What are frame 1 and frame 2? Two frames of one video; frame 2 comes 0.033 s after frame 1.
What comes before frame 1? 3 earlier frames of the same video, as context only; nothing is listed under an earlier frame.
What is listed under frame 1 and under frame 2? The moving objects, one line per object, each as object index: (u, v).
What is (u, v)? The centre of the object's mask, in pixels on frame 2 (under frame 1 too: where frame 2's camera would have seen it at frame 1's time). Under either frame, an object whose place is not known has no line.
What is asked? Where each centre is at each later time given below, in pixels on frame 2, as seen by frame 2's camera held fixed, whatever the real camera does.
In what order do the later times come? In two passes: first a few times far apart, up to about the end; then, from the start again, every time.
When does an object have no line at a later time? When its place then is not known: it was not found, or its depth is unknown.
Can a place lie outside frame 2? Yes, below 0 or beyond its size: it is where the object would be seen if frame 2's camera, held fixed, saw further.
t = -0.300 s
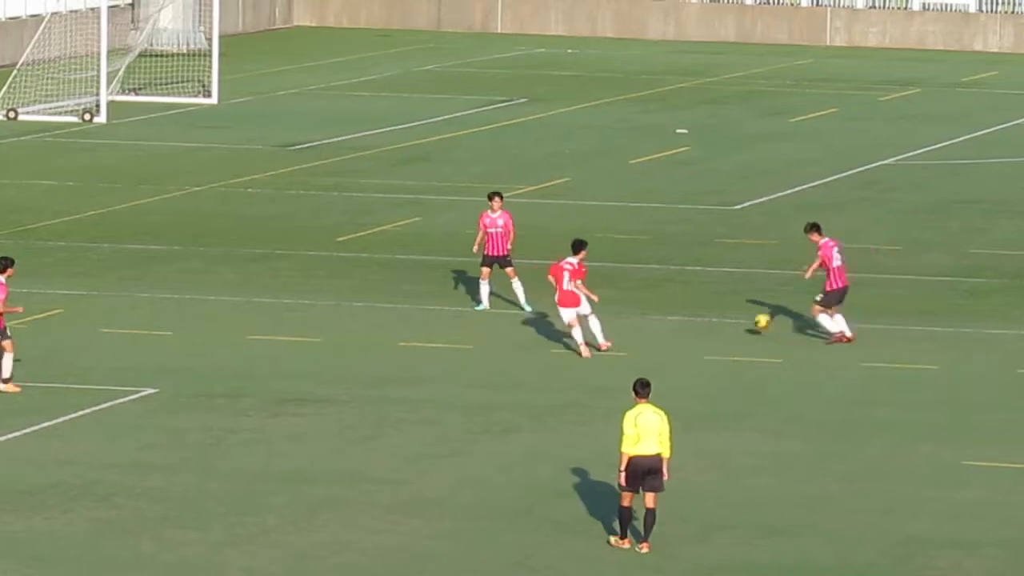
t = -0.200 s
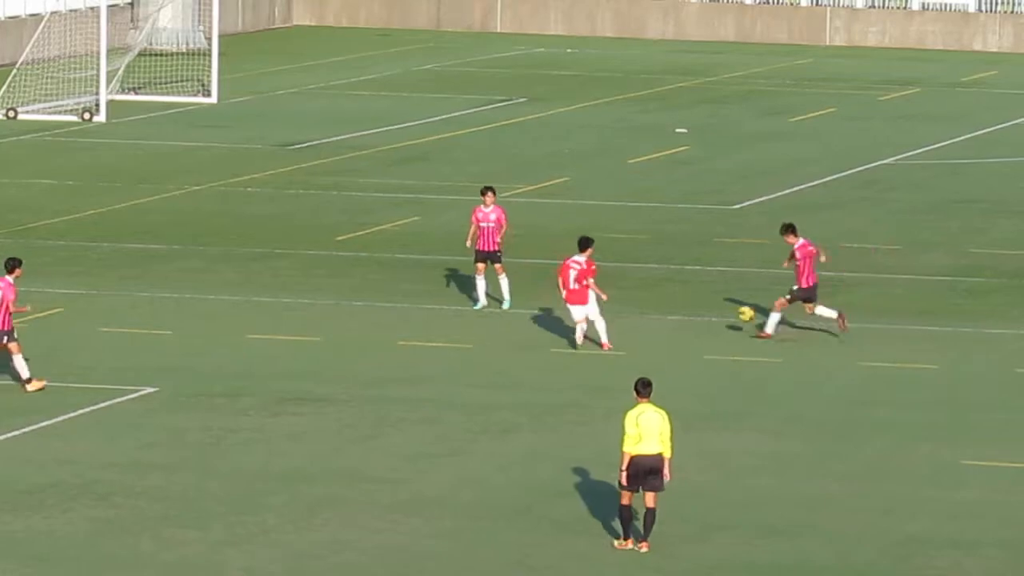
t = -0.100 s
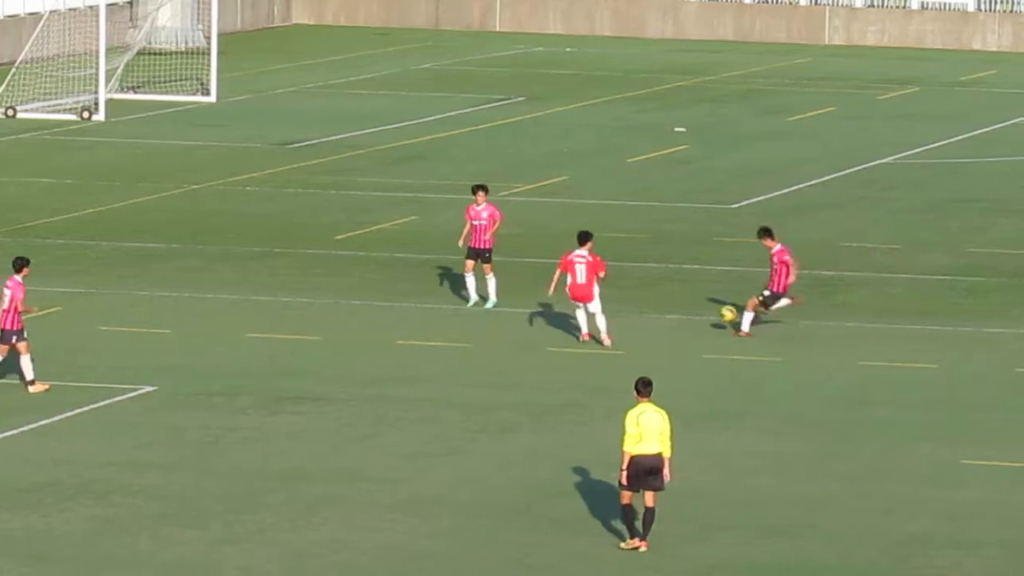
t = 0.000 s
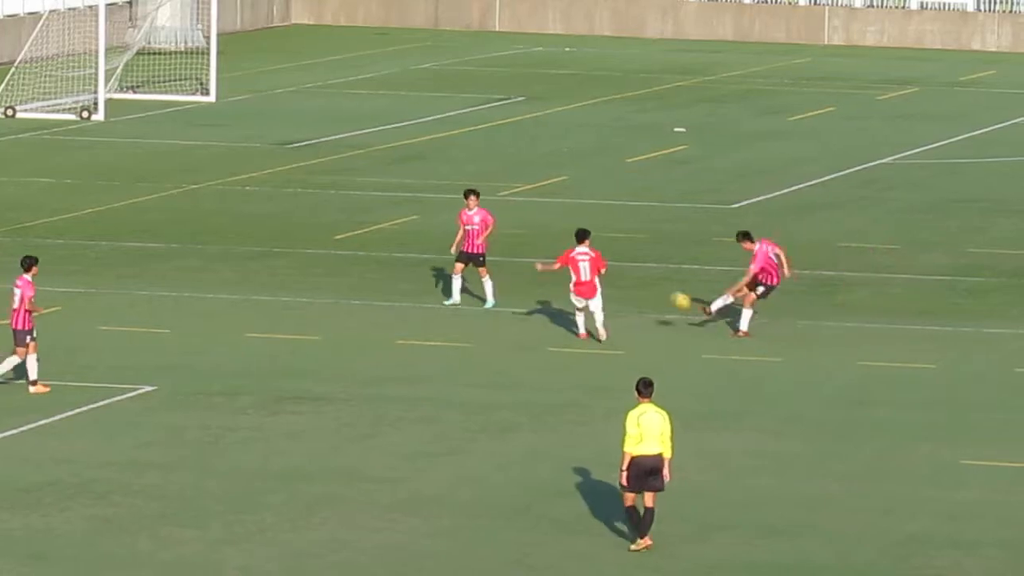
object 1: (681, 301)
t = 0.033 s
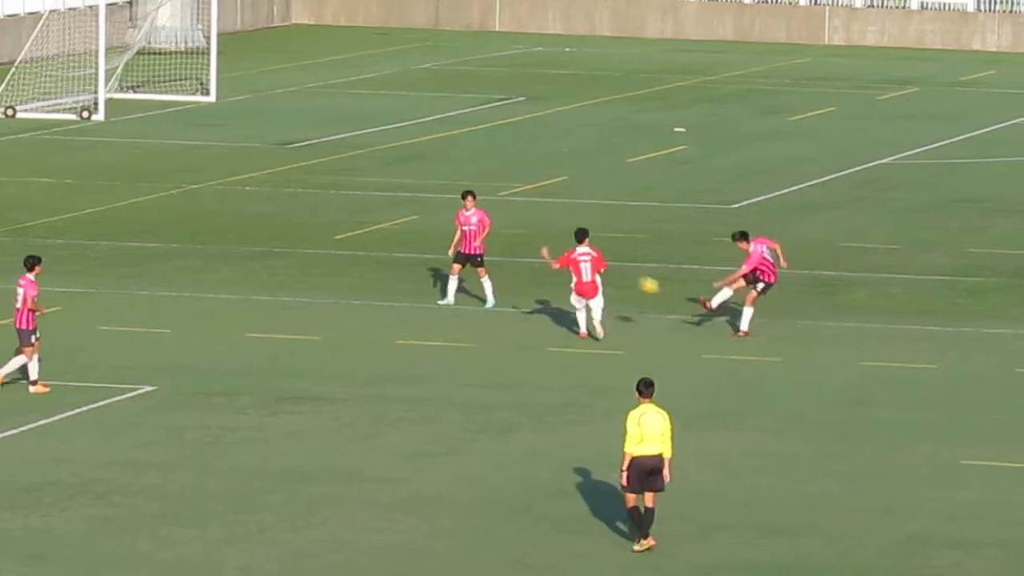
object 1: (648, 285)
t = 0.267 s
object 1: (420, 189)
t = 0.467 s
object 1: (218, 126)
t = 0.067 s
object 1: (617, 270)
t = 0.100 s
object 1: (583, 256)
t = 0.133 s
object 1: (551, 242)
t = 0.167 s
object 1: (518, 228)
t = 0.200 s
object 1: (486, 215)
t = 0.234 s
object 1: (453, 201)
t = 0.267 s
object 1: (420, 189)
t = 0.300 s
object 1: (387, 177)
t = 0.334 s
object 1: (353, 166)
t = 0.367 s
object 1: (318, 155)
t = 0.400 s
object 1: (285, 144)
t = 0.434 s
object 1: (252, 136)
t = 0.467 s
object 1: (218, 126)
